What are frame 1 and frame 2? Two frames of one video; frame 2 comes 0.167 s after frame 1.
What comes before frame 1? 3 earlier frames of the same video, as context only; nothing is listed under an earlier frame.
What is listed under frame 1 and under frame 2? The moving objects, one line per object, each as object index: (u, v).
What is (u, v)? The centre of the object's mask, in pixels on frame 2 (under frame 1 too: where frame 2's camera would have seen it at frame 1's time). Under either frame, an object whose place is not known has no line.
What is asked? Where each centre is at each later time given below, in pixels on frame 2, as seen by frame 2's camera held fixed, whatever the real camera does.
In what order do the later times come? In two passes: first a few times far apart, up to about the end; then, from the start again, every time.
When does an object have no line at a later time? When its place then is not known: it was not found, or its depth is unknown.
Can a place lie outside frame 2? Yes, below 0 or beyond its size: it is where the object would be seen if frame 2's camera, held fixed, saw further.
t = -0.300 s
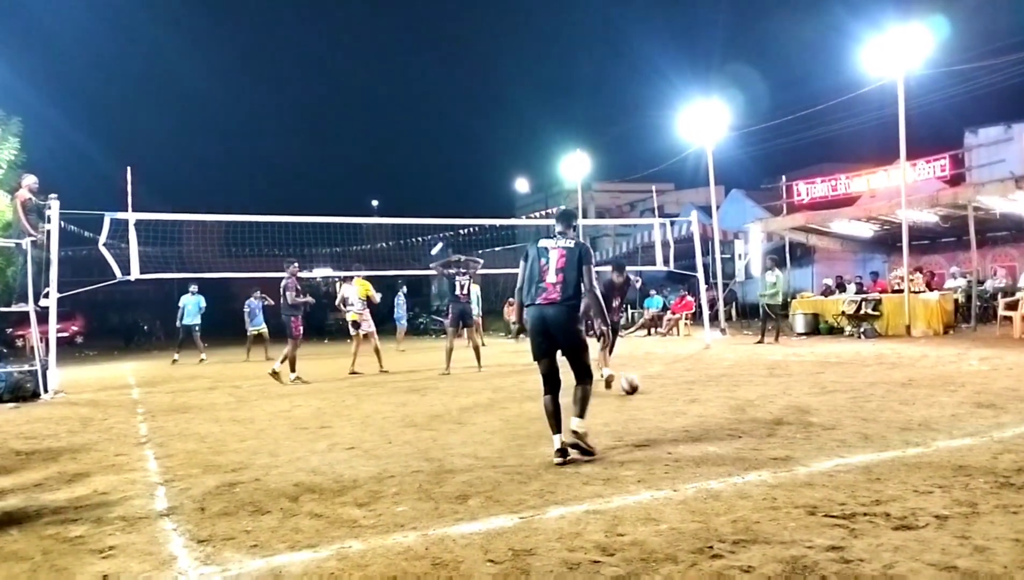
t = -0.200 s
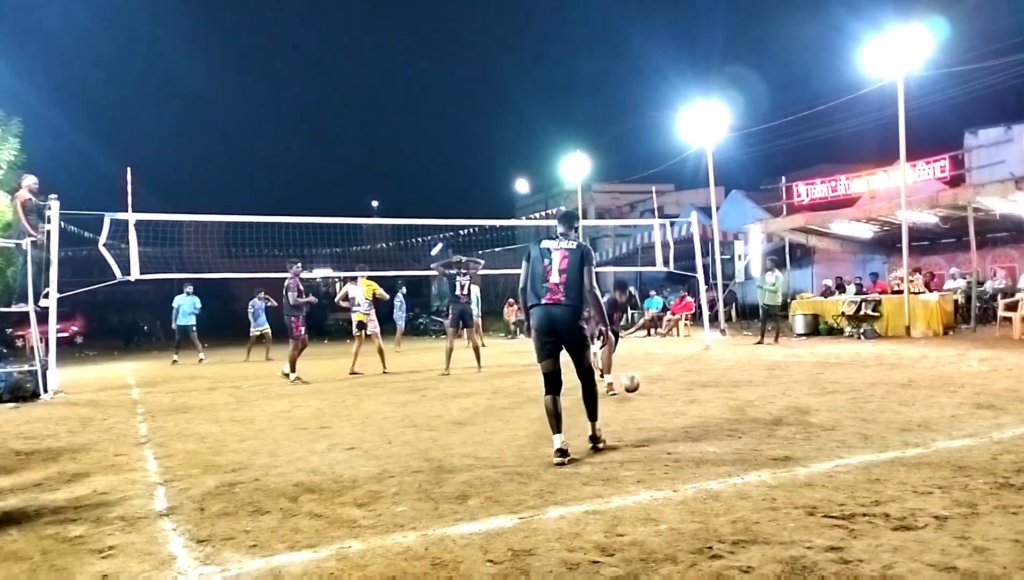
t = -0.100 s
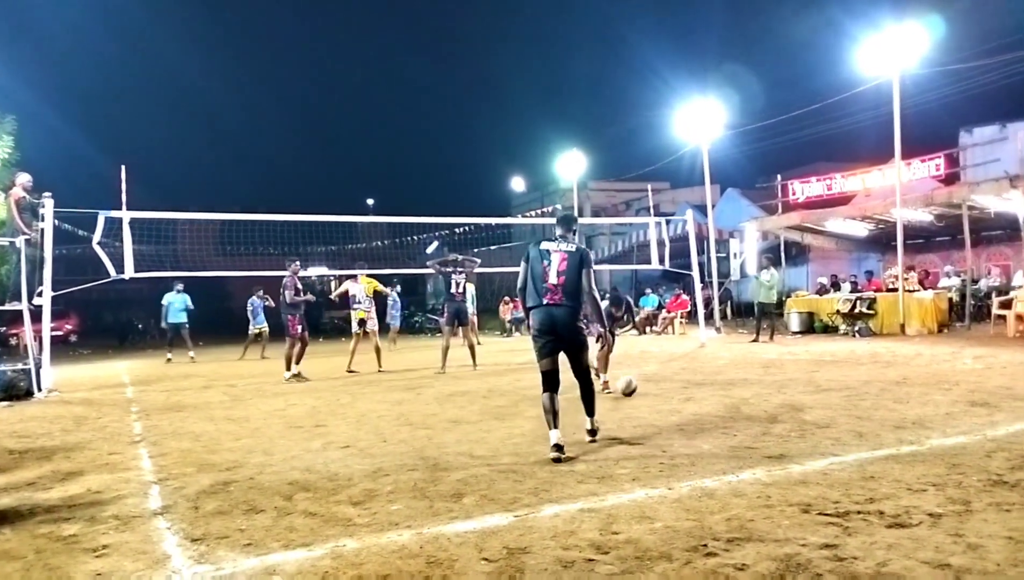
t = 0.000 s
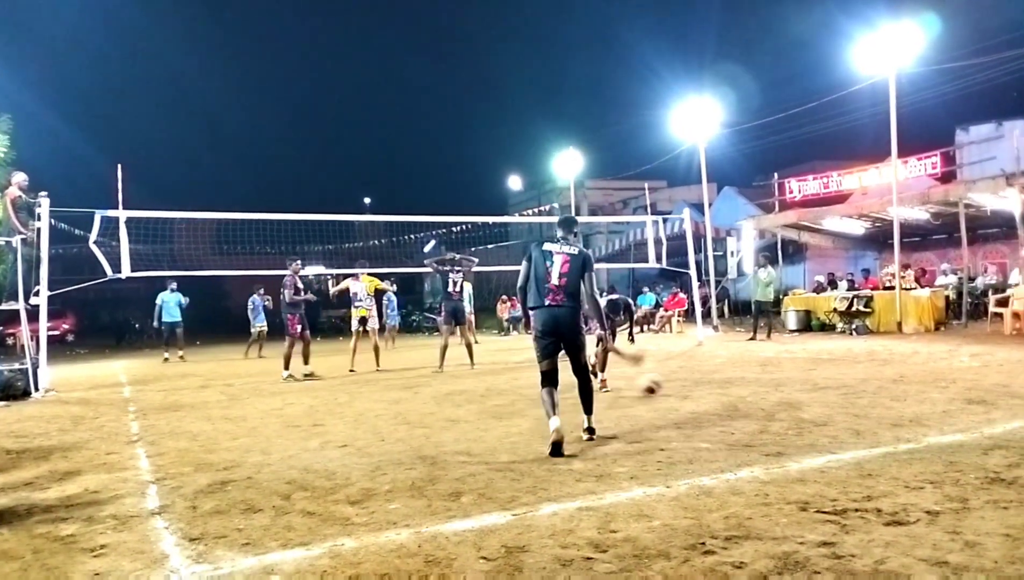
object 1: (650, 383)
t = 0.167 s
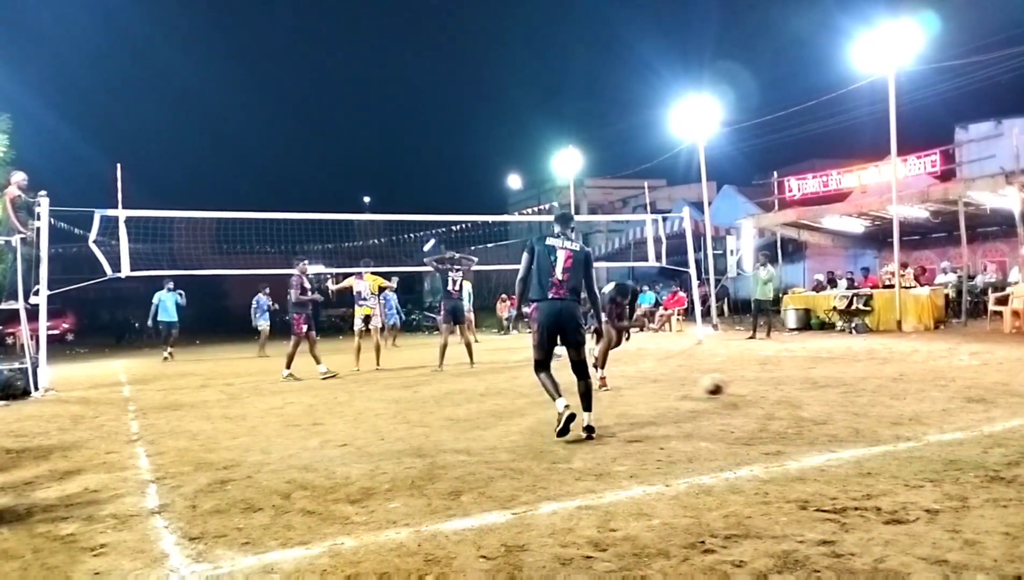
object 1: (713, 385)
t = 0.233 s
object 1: (740, 387)
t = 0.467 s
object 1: (831, 388)
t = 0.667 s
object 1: (923, 387)
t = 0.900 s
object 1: (1032, 388)
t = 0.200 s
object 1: (726, 384)
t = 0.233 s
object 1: (740, 387)
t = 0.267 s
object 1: (753, 386)
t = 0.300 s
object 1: (765, 384)
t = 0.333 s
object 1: (777, 382)
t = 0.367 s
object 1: (792, 383)
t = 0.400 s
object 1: (807, 385)
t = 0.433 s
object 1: (820, 389)
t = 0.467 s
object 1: (831, 388)
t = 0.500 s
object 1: (845, 386)
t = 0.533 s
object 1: (860, 386)
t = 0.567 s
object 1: (875, 388)
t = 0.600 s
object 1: (891, 391)
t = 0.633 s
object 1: (905, 389)
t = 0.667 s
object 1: (923, 387)
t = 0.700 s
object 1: (937, 386)
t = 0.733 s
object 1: (952, 387)
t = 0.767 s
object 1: (971, 391)
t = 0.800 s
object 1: (986, 394)
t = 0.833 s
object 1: (1001, 391)
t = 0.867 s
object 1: (1018, 389)
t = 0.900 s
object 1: (1032, 388)
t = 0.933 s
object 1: (1048, 388)
